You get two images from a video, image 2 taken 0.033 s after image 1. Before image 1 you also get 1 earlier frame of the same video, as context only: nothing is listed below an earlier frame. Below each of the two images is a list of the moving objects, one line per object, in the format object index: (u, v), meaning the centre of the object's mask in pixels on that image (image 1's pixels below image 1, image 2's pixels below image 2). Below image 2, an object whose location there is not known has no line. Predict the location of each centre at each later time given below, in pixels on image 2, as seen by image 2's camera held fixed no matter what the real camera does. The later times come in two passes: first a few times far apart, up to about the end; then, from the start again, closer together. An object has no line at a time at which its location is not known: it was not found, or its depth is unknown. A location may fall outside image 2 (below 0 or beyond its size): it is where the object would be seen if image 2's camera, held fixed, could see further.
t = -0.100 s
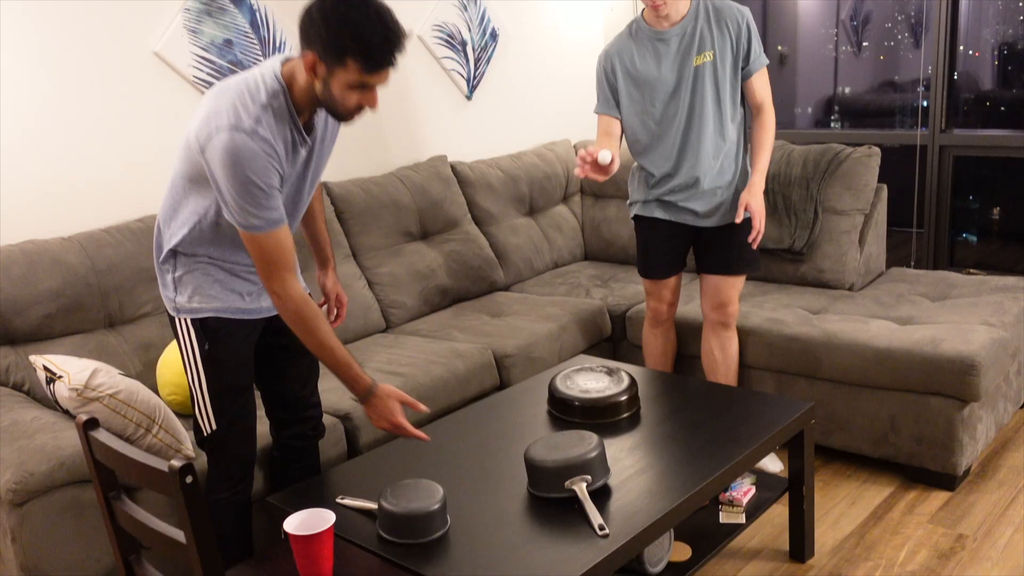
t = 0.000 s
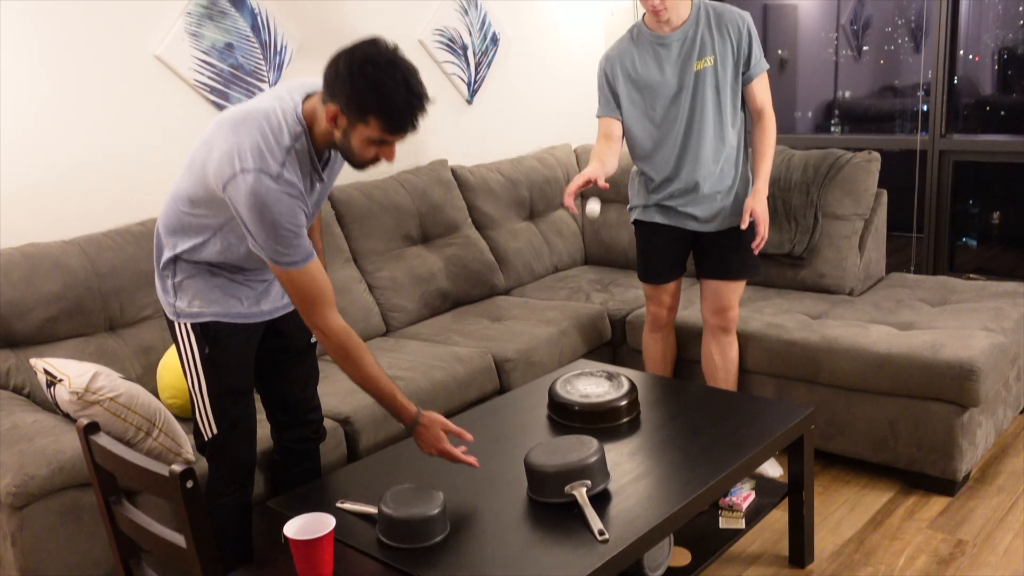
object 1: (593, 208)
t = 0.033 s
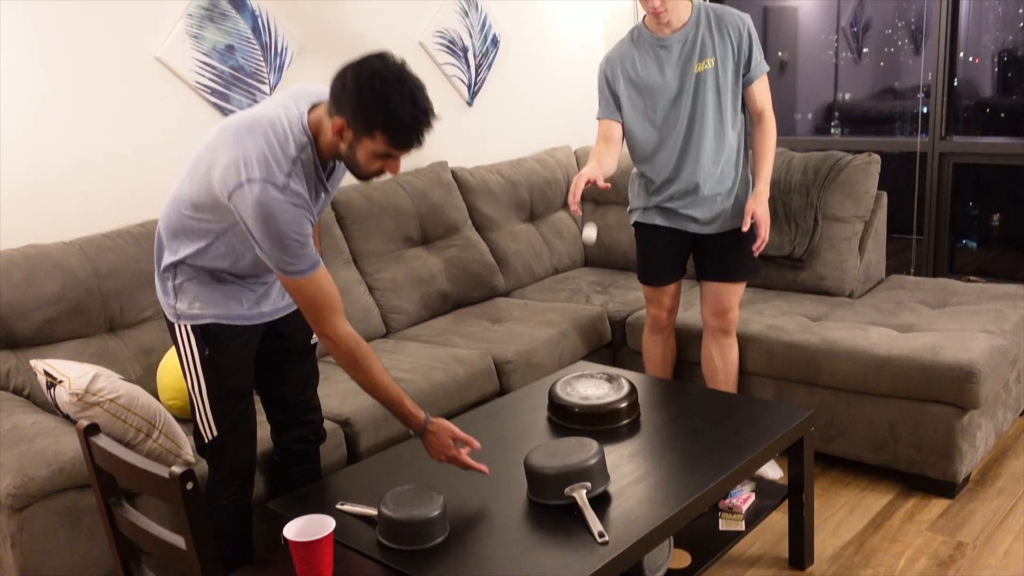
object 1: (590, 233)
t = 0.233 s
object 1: (571, 347)
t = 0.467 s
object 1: (553, 314)
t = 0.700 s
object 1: (522, 408)
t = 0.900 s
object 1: (450, 403)
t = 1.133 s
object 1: (376, 442)
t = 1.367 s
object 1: (307, 514)
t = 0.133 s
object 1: (580, 330)
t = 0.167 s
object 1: (576, 366)
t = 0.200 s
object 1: (573, 365)
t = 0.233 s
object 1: (571, 347)
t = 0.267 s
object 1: (569, 330)
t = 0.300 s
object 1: (566, 317)
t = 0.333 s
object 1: (563, 308)
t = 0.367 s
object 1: (560, 304)
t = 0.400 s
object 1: (557, 303)
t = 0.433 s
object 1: (557, 306)
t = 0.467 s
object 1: (553, 314)
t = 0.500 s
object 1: (550, 326)
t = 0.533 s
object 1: (548, 344)
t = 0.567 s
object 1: (546, 366)
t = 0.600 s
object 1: (544, 392)
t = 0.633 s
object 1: (543, 424)
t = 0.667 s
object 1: (534, 424)
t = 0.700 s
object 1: (522, 408)
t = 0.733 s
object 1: (509, 396)
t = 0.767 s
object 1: (498, 388)
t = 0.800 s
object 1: (485, 384)
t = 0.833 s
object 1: (473, 386)
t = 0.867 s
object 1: (462, 392)
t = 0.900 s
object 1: (450, 403)
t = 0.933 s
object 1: (439, 419)
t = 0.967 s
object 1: (428, 440)
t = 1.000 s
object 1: (417, 465)
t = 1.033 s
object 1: (407, 472)
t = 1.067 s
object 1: (396, 458)
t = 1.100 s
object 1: (386, 448)
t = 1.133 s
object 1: (376, 442)
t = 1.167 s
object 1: (366, 442)
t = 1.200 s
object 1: (356, 447)
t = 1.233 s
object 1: (347, 456)
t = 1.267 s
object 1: (338, 471)
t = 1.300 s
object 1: (329, 491)
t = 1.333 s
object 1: (320, 508)
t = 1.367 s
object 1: (307, 514)
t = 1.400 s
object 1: (296, 524)
